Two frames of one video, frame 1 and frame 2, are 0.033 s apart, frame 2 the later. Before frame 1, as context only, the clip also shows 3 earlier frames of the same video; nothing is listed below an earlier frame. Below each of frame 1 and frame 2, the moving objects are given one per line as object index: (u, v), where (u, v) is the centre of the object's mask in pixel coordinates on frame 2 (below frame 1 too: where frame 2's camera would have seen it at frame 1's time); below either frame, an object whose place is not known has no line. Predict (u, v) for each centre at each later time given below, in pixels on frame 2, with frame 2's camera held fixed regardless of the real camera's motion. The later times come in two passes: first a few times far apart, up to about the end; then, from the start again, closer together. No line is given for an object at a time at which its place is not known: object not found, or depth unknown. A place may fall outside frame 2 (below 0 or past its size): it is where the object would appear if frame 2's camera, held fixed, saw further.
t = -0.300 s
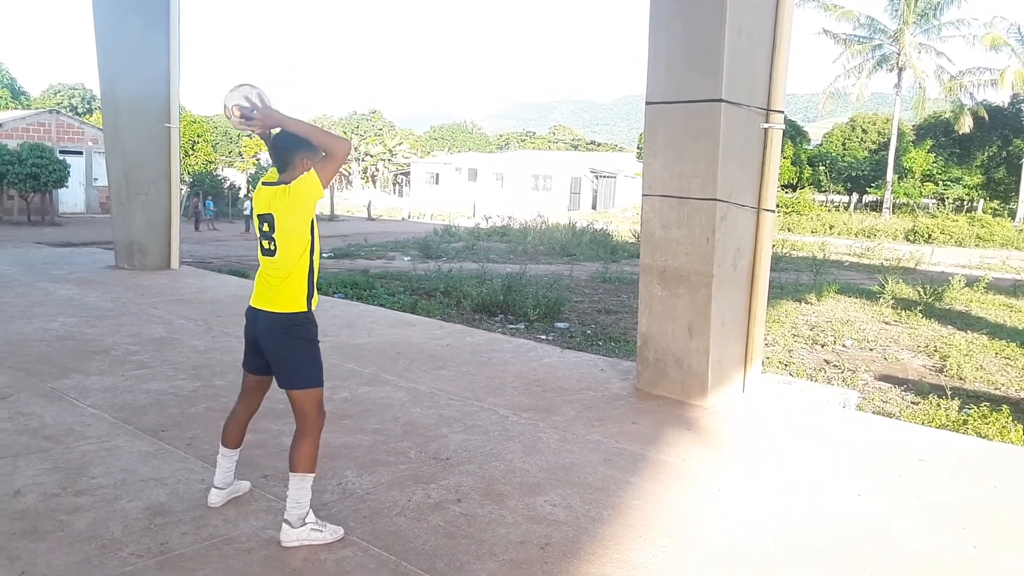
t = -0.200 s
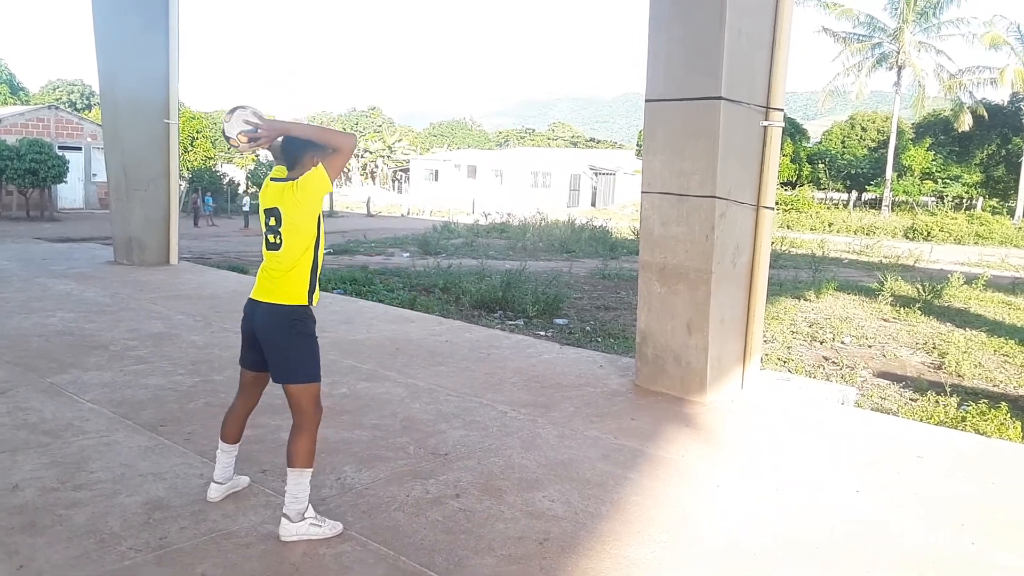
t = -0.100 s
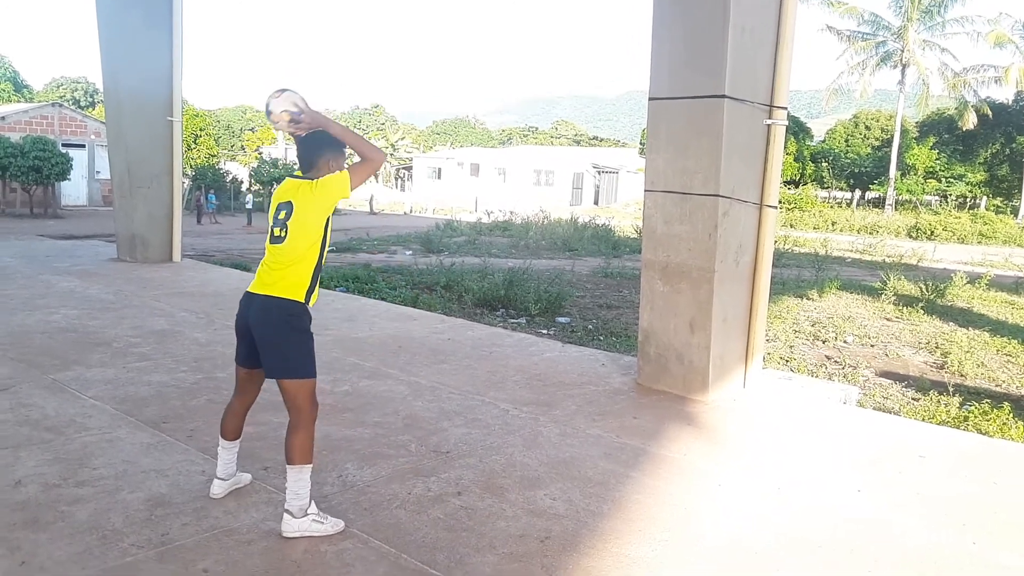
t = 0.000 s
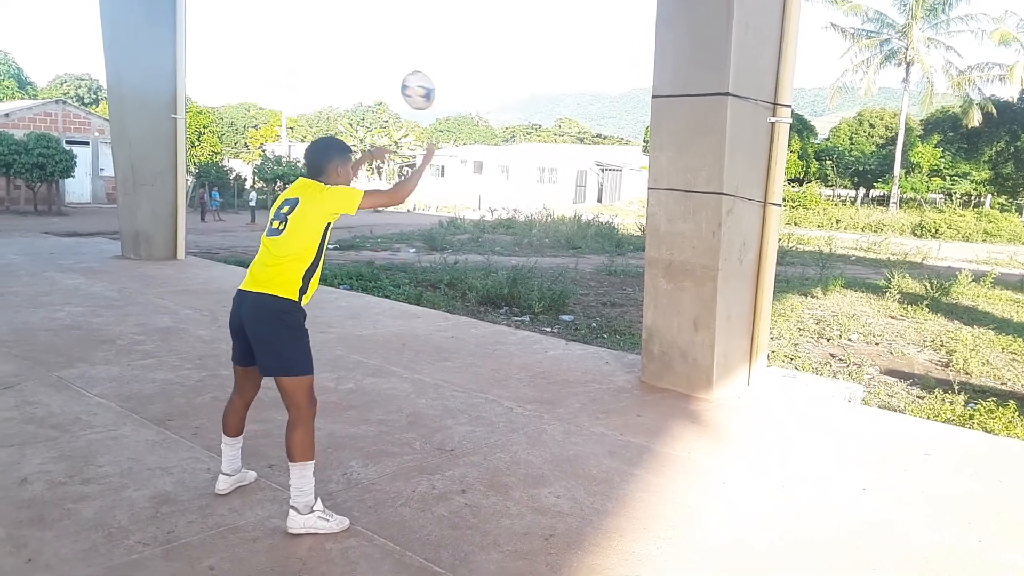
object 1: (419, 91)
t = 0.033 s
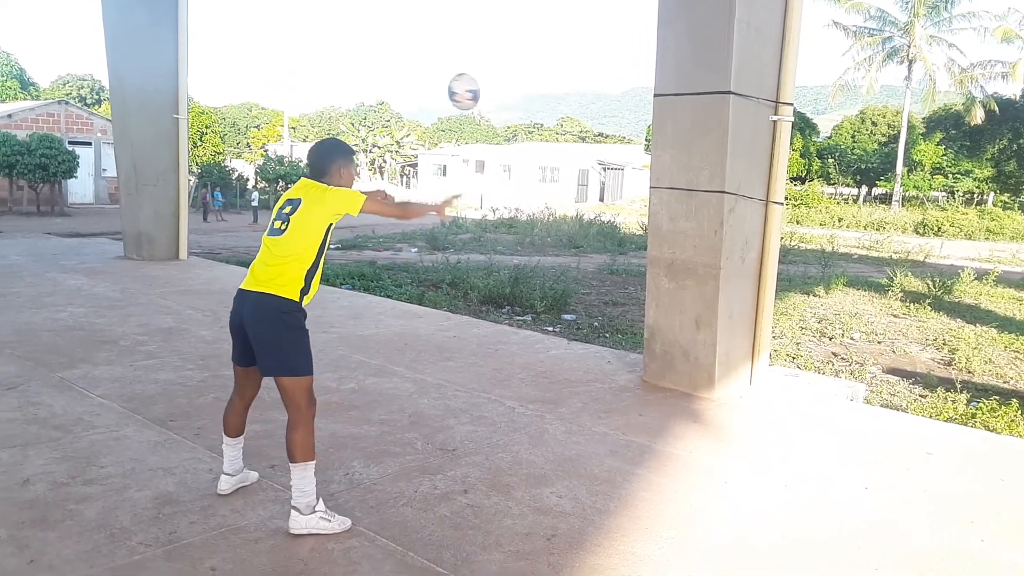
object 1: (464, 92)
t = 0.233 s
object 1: (652, 135)
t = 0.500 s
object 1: (627, 251)
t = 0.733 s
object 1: (563, 405)
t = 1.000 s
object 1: (499, 417)
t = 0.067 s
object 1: (503, 96)
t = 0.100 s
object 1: (539, 102)
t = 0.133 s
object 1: (571, 108)
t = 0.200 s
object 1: (628, 124)
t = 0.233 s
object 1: (652, 135)
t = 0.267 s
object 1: (673, 145)
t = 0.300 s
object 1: (674, 156)
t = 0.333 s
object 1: (668, 168)
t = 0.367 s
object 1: (662, 179)
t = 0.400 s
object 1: (654, 195)
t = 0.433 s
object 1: (644, 211)
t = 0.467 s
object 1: (636, 230)
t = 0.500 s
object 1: (627, 251)
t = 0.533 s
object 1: (617, 275)
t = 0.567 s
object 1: (608, 301)
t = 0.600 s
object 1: (599, 329)
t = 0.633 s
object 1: (590, 360)
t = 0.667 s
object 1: (580, 392)
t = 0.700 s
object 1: (571, 409)
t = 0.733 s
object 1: (563, 405)
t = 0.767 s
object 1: (557, 401)
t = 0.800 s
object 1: (550, 397)
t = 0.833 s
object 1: (542, 395)
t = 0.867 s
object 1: (534, 395)
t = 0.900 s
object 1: (526, 397)
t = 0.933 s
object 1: (517, 403)
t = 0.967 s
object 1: (508, 409)
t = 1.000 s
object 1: (499, 417)
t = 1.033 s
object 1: (490, 428)
